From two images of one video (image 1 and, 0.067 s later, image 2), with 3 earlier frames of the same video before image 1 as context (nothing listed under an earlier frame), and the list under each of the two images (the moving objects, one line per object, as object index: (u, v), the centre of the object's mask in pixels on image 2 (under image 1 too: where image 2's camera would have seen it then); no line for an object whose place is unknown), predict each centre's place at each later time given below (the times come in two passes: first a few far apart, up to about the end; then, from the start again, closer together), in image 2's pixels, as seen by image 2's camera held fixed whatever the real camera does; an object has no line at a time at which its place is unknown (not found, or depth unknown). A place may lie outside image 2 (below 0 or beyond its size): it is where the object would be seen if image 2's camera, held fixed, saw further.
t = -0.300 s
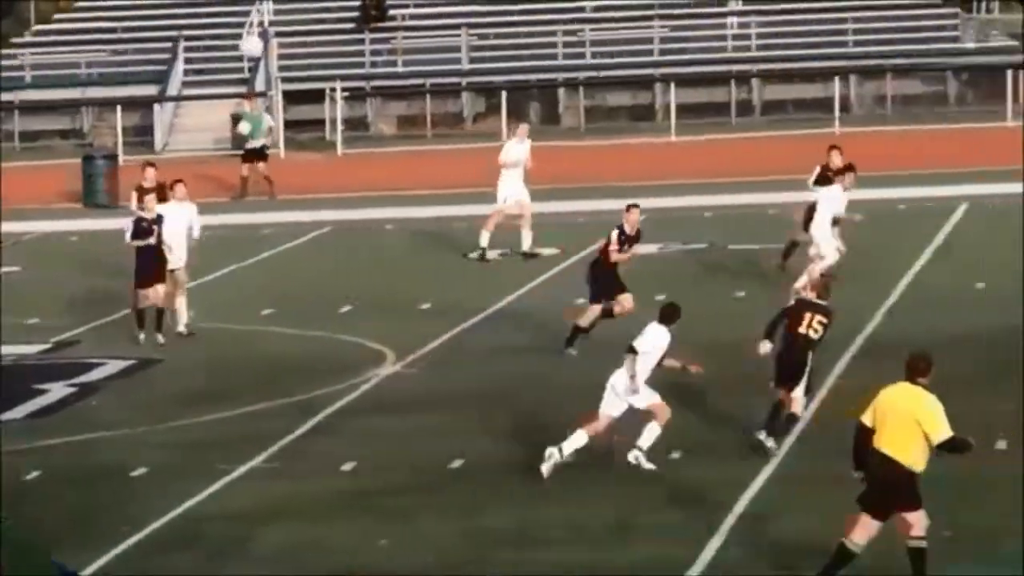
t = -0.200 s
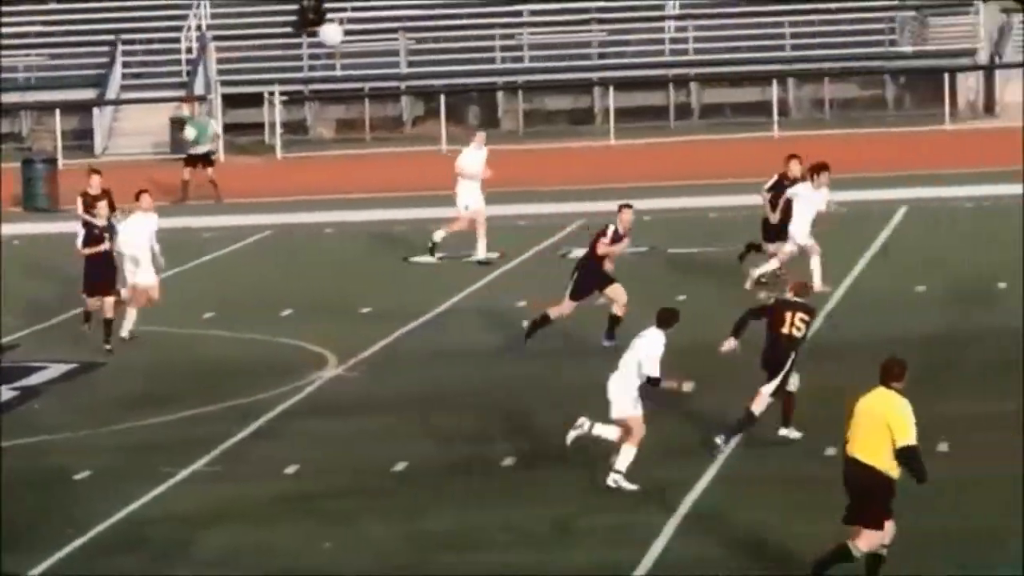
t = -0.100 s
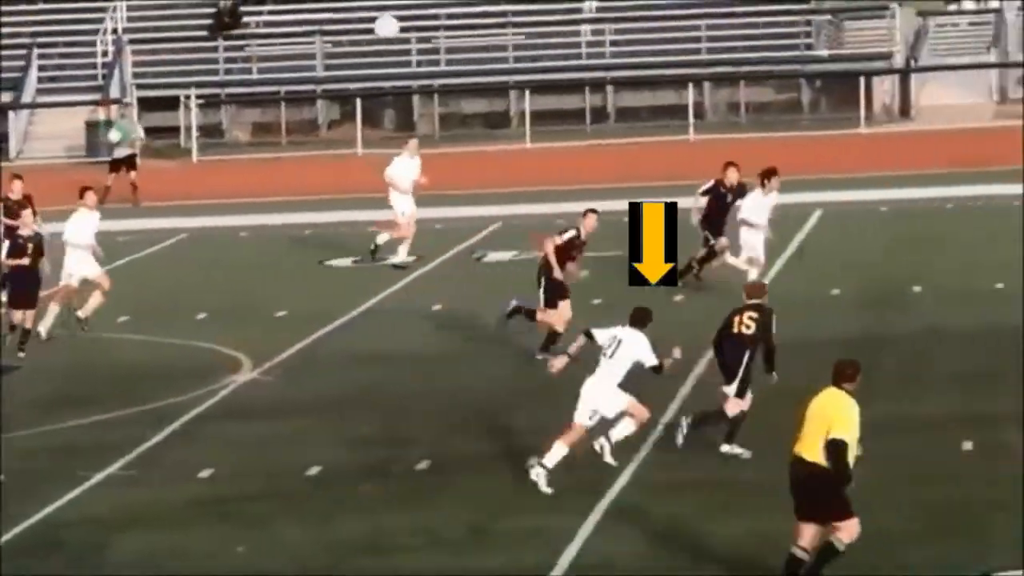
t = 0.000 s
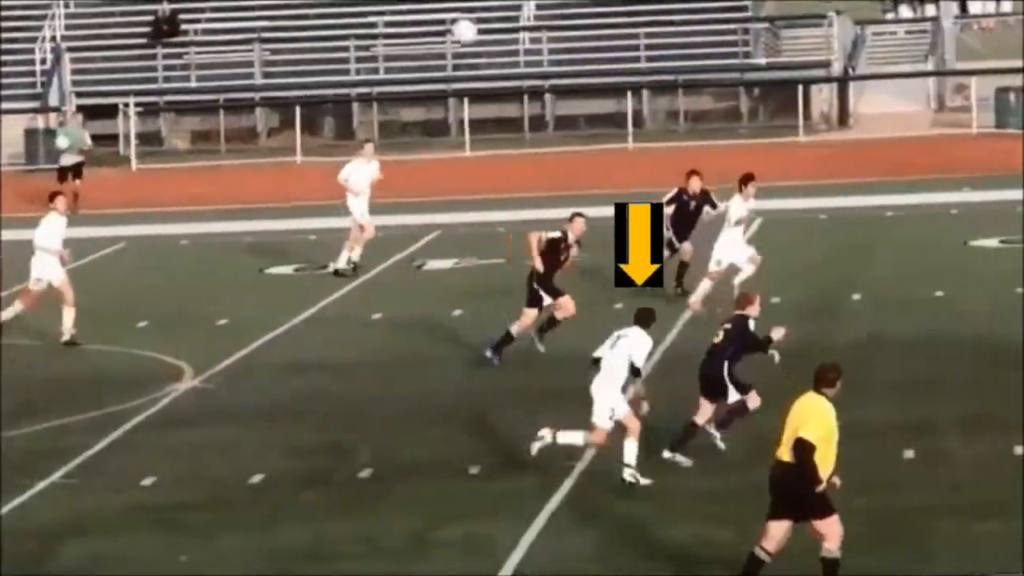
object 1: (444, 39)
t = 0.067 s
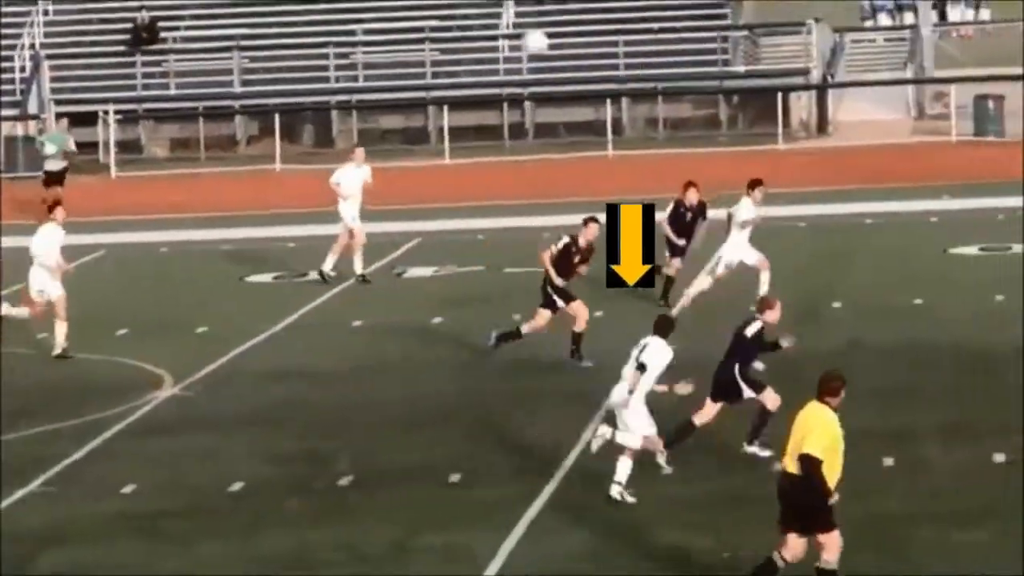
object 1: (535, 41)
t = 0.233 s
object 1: (766, 58)
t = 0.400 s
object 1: (995, 96)
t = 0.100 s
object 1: (582, 43)
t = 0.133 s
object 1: (628, 45)
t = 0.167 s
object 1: (675, 48)
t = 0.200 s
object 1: (721, 53)
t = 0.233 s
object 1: (766, 58)
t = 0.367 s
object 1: (947, 88)
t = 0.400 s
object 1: (995, 96)
